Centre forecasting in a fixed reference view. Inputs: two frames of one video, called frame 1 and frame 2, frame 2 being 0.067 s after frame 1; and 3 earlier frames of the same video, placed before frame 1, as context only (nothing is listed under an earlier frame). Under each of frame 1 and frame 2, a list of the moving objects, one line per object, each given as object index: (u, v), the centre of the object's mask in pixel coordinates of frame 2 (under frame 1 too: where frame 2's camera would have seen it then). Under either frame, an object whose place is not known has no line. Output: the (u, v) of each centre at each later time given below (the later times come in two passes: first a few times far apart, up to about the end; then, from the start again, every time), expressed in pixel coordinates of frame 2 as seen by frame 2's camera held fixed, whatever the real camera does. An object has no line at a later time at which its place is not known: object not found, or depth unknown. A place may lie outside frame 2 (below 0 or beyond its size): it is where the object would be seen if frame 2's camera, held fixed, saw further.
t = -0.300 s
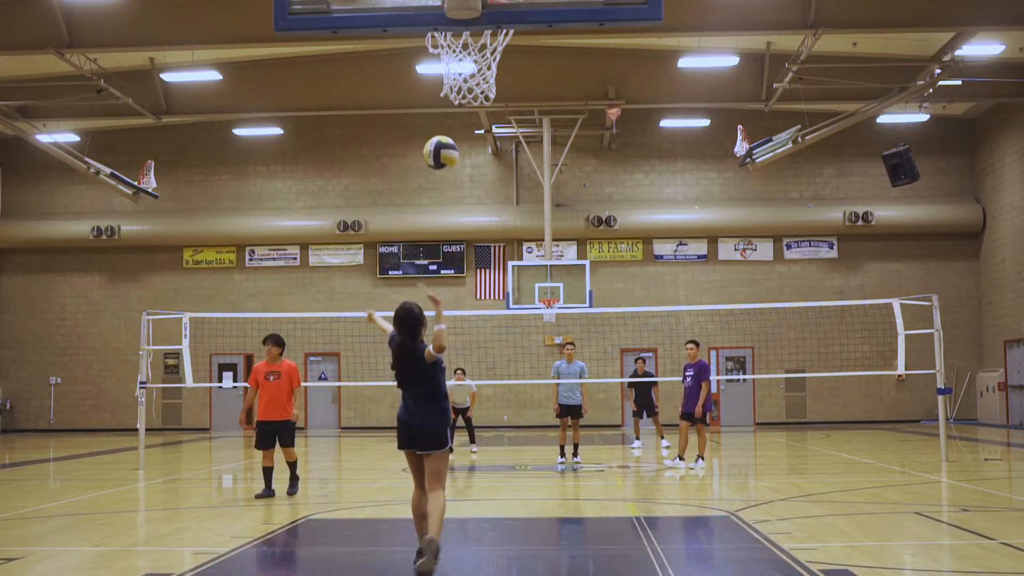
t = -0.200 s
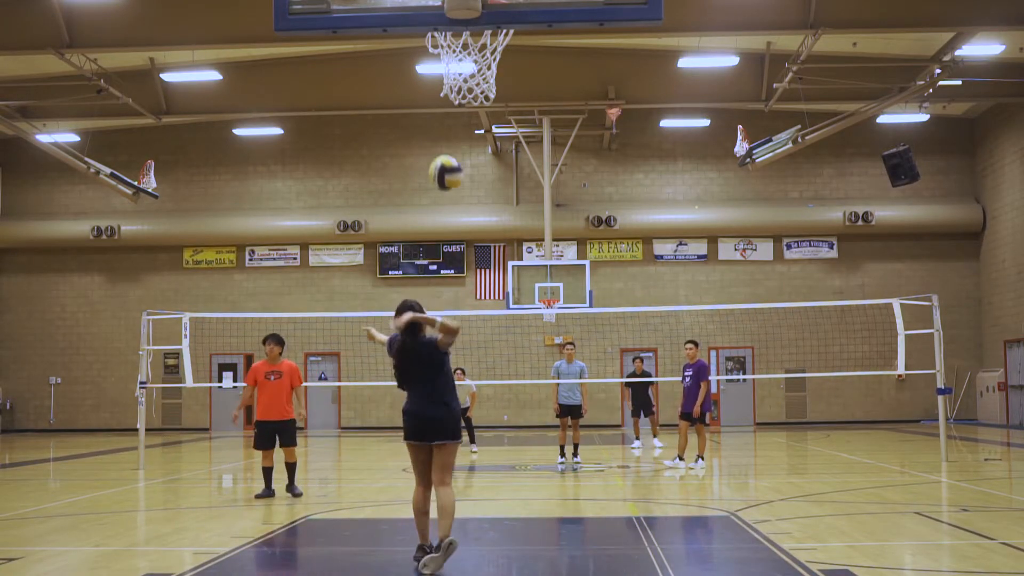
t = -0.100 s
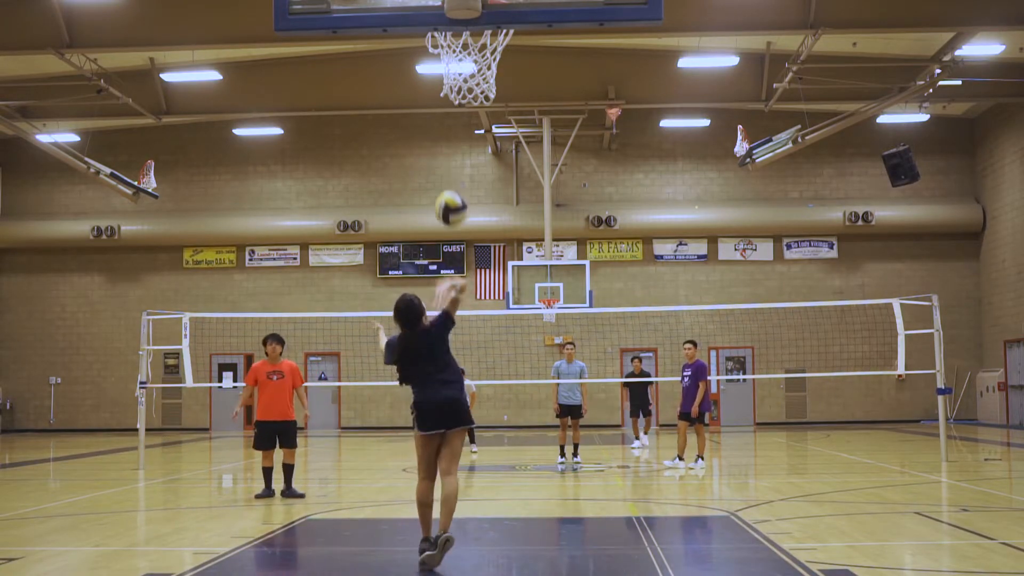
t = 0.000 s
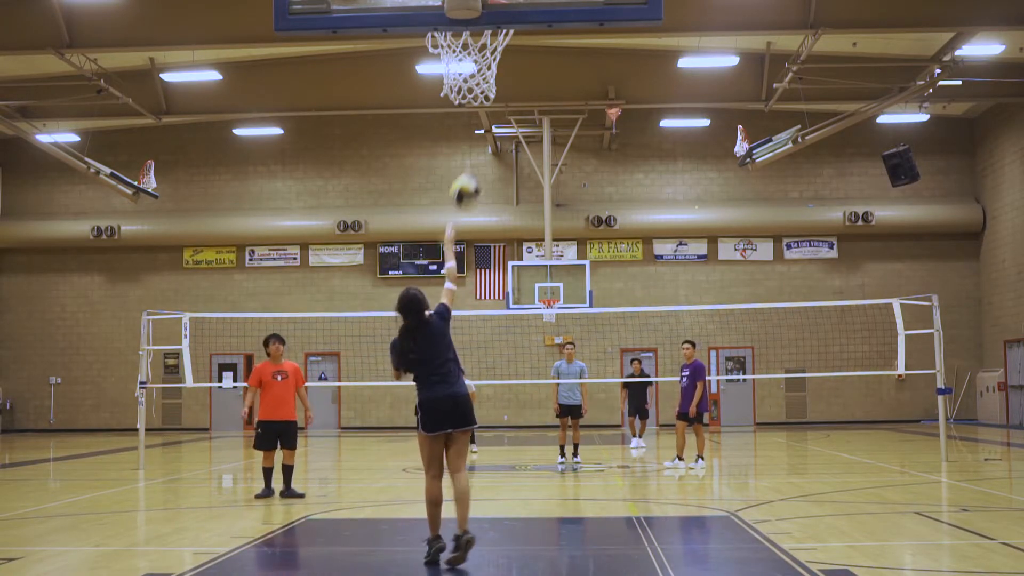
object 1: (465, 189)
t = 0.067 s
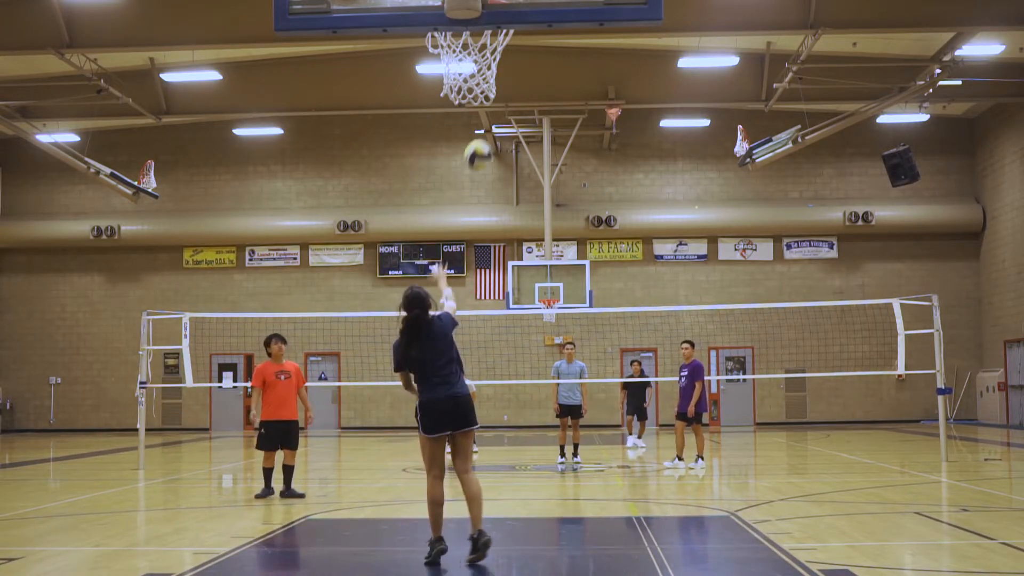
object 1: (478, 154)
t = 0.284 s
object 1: (508, 97)
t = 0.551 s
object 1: (528, 98)
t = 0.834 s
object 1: (533, 150)
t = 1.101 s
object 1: (527, 227)
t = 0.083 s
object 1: (481, 147)
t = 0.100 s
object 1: (483, 140)
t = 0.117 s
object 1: (486, 134)
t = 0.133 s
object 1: (489, 128)
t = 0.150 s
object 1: (491, 123)
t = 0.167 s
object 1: (493, 118)
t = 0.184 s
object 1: (496, 114)
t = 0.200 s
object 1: (498, 111)
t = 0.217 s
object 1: (500, 107)
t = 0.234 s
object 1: (502, 104)
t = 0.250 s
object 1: (504, 102)
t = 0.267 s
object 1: (507, 99)
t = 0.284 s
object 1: (508, 97)
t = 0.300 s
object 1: (510, 95)
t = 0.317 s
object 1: (512, 94)
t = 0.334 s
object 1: (514, 93)
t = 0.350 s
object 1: (515, 92)
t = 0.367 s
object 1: (517, 91)
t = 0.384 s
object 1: (518, 91)
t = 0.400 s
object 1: (519, 91)
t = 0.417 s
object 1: (520, 91)
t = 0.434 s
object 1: (522, 91)
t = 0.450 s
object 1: (522, 92)
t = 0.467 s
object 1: (524, 92)
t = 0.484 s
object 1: (525, 93)
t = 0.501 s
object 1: (526, 94)
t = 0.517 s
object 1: (527, 95)
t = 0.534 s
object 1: (527, 96)
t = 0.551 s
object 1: (528, 98)
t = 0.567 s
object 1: (529, 100)
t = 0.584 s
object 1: (530, 102)
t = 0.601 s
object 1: (530, 104)
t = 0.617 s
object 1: (531, 106)
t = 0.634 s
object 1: (531, 108)
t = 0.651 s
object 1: (531, 111)
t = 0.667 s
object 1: (532, 114)
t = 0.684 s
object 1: (532, 117)
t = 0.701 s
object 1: (533, 120)
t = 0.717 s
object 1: (533, 124)
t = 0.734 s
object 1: (533, 127)
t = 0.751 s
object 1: (533, 131)
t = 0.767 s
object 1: (533, 135)
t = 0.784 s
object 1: (533, 139)
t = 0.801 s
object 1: (533, 143)
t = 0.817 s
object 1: (533, 146)
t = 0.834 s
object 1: (533, 150)
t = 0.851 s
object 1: (533, 154)
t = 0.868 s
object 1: (532, 159)
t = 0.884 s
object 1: (532, 163)
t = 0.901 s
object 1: (532, 167)
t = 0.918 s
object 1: (531, 172)
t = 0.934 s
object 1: (531, 177)
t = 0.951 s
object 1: (531, 182)
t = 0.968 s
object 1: (531, 186)
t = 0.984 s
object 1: (530, 192)
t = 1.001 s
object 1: (530, 196)
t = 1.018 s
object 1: (530, 201)
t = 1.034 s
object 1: (529, 206)
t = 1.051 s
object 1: (529, 211)
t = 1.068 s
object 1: (528, 216)
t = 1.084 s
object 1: (528, 222)
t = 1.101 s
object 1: (527, 227)
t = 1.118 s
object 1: (526, 232)
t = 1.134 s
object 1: (526, 237)
